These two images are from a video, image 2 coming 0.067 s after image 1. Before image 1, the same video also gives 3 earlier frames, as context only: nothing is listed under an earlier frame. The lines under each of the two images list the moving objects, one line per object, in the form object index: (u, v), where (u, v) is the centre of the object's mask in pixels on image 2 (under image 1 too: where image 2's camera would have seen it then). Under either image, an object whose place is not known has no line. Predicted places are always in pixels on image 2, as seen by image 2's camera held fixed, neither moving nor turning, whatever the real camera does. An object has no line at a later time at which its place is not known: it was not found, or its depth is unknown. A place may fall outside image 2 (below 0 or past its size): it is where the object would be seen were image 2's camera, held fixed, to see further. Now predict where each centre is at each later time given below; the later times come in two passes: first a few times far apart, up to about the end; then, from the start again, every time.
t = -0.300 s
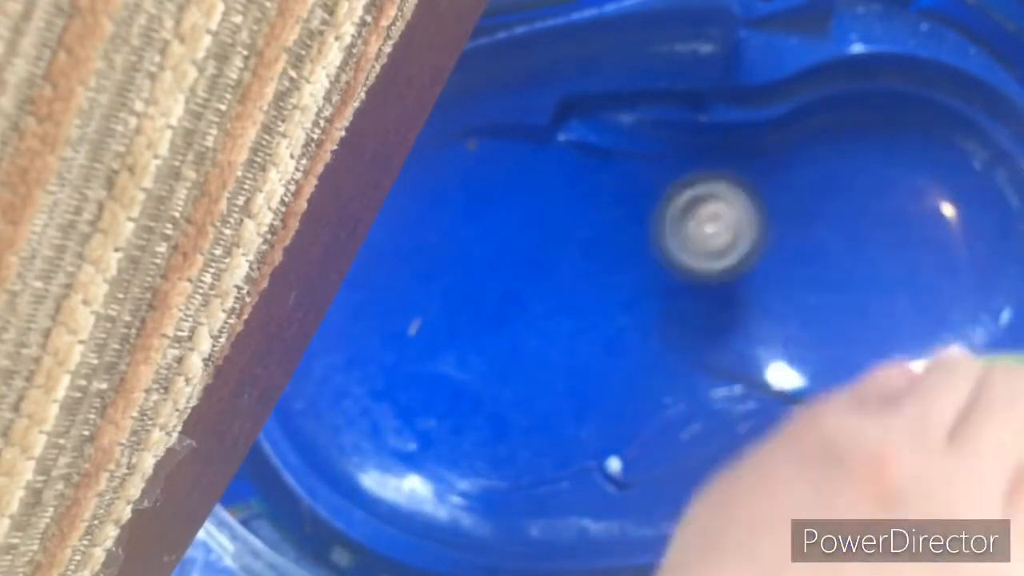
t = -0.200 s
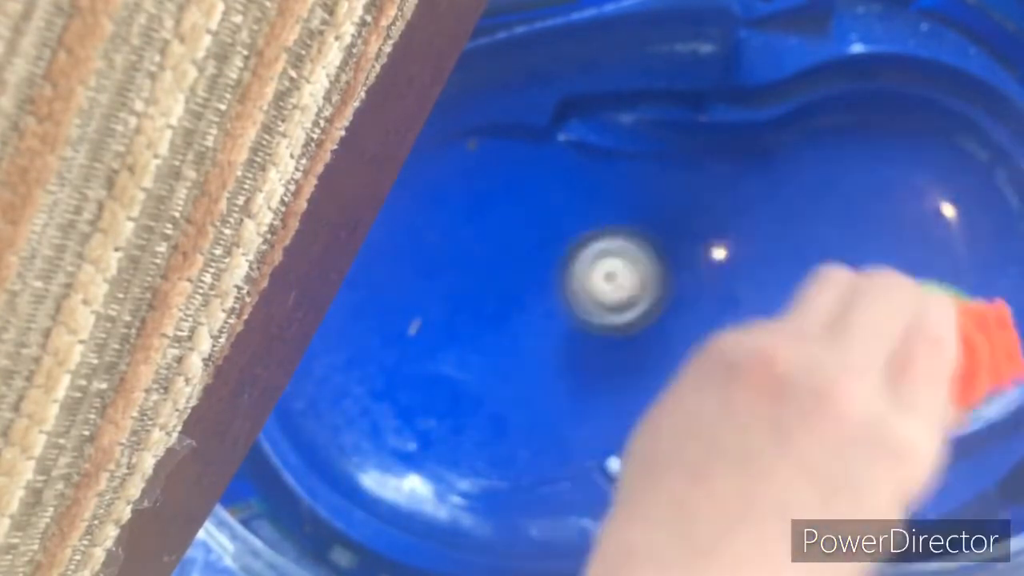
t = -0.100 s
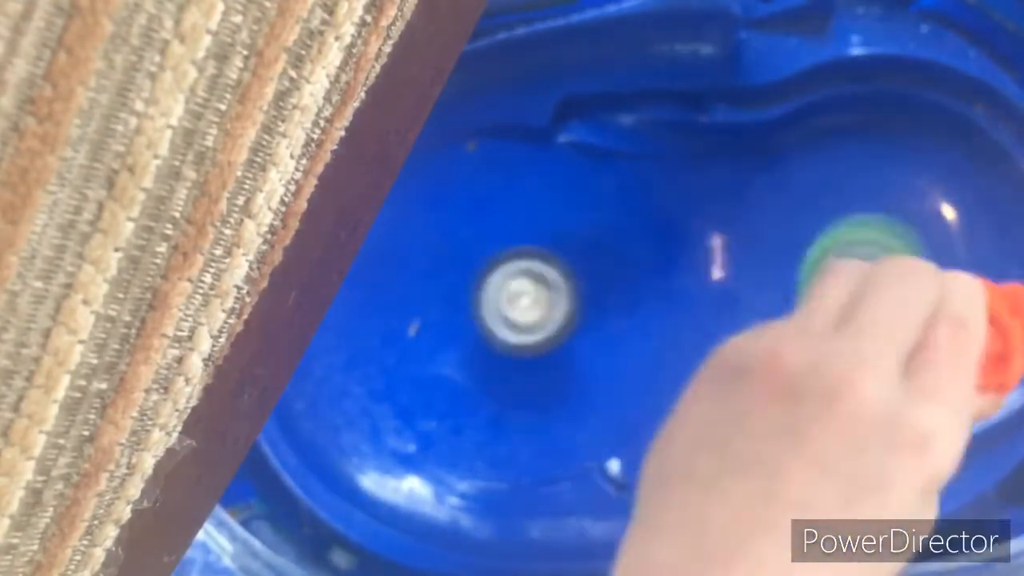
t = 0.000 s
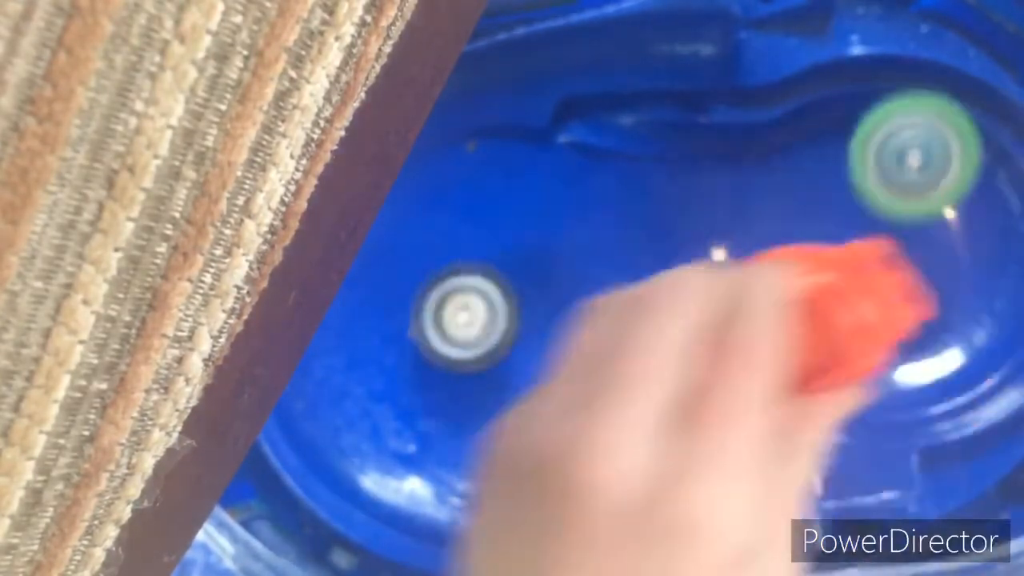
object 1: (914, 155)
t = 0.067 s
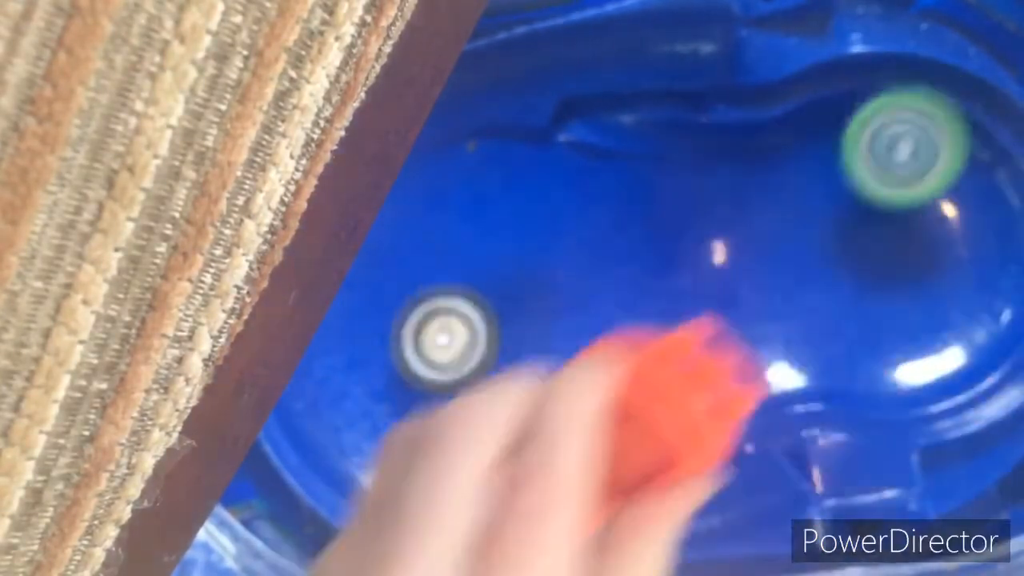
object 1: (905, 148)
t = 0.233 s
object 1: (861, 350)
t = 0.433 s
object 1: (936, 312)
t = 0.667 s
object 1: (907, 138)
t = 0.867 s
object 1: (623, 311)
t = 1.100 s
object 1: (625, 419)
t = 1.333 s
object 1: (817, 232)
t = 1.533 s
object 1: (901, 206)
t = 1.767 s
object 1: (917, 332)
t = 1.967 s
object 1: (974, 214)
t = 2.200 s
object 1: (786, 91)
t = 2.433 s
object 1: (675, 233)
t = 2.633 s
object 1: (520, 343)
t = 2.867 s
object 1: (502, 350)
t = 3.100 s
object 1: (482, 290)
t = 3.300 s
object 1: (434, 331)
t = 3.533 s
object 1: (514, 302)
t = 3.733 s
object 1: (476, 238)
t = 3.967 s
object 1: (446, 275)
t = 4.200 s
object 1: (514, 312)
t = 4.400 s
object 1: (548, 281)
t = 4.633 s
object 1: (514, 271)
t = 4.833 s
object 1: (489, 306)
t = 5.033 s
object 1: (512, 336)
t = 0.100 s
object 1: (882, 183)
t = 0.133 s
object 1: (867, 223)
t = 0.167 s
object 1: (858, 267)
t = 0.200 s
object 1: (857, 309)
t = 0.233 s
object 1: (861, 350)
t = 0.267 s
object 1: (875, 375)
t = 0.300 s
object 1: (894, 367)
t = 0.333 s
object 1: (905, 360)
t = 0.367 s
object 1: (909, 355)
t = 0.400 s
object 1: (922, 335)
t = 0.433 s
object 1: (936, 312)
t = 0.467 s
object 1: (956, 286)
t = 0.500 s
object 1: (971, 258)
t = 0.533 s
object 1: (982, 227)
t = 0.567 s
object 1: (986, 190)
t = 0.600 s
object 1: (978, 158)
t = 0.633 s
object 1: (955, 143)
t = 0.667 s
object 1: (907, 138)
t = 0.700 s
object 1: (854, 147)
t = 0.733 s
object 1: (803, 168)
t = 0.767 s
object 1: (754, 198)
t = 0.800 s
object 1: (707, 237)
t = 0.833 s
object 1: (663, 276)
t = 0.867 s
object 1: (623, 311)
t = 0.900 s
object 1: (585, 339)
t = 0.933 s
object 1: (550, 364)
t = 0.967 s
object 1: (517, 384)
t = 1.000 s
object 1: (506, 403)
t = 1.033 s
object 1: (546, 423)
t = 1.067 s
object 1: (592, 437)
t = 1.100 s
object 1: (625, 419)
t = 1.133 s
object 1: (655, 396)
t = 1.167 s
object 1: (683, 374)
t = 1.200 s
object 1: (712, 344)
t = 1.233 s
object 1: (740, 312)
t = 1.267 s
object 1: (766, 281)
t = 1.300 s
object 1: (792, 254)
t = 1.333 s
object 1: (817, 232)
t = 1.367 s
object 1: (839, 214)
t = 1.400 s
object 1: (861, 201)
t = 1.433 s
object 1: (880, 195)
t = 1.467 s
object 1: (892, 193)
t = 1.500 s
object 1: (900, 197)
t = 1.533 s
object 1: (901, 206)
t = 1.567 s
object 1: (897, 220)
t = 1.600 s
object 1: (889, 238)
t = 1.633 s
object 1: (884, 259)
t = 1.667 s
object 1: (884, 281)
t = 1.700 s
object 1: (889, 301)
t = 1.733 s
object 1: (900, 319)
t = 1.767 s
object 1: (917, 332)
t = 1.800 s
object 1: (938, 338)
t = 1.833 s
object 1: (959, 334)
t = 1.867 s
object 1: (972, 318)
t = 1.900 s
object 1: (980, 293)
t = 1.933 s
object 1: (981, 258)
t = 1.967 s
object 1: (974, 214)
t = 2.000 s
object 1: (957, 174)
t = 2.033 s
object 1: (919, 141)
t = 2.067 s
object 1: (873, 121)
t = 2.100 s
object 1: (825, 128)
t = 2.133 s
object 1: (797, 138)
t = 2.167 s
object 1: (793, 111)
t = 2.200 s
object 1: (786, 91)
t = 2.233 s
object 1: (779, 89)
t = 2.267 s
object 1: (767, 97)
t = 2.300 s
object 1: (755, 114)
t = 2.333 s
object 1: (740, 136)
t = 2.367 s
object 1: (722, 168)
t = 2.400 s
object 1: (700, 198)
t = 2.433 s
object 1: (675, 233)
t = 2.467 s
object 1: (649, 265)
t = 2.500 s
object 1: (621, 289)
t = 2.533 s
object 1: (593, 311)
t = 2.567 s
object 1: (566, 326)
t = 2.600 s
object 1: (540, 337)
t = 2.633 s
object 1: (520, 343)
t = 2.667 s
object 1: (503, 345)
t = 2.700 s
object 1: (491, 346)
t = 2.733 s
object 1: (486, 346)
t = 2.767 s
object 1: (485, 348)
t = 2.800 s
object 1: (490, 350)
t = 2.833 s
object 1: (495, 351)
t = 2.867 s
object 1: (502, 350)
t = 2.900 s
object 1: (507, 344)
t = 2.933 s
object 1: (510, 336)
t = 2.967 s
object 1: (511, 326)
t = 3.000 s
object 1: (509, 315)
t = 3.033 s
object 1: (504, 304)
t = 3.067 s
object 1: (494, 296)
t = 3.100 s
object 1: (482, 290)
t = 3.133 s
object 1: (468, 288)
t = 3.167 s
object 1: (454, 291)
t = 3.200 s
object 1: (441, 299)
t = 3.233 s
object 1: (434, 308)
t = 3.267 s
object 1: (431, 321)
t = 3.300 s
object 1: (434, 331)
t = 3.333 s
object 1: (443, 340)
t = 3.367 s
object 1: (450, 342)
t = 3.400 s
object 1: (465, 344)
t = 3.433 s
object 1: (482, 341)
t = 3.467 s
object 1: (496, 332)
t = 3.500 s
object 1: (508, 318)
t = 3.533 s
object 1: (514, 302)
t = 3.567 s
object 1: (516, 285)
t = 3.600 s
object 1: (514, 273)
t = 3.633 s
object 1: (507, 262)
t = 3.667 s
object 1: (498, 251)
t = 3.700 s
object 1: (487, 242)
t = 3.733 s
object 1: (476, 238)
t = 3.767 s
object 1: (463, 238)
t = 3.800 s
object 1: (454, 240)
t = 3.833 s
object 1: (446, 247)
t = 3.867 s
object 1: (442, 253)
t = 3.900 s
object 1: (442, 260)
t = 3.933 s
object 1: (443, 268)
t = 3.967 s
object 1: (446, 275)
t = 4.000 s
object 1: (452, 285)
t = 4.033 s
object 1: (457, 294)
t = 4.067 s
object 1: (465, 301)
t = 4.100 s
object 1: (474, 309)
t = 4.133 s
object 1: (487, 313)
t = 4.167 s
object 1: (501, 314)
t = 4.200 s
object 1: (514, 312)
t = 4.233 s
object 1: (525, 307)
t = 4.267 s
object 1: (534, 302)
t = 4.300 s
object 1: (540, 297)
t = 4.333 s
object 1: (545, 291)
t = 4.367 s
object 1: (548, 287)
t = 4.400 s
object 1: (548, 281)
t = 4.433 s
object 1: (546, 275)
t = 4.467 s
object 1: (543, 272)
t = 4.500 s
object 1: (538, 270)
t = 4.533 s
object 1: (533, 269)
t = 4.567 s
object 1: (526, 269)
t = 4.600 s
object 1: (519, 270)
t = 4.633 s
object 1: (514, 271)
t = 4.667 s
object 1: (508, 274)
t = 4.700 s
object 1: (501, 279)
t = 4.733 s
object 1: (496, 283)
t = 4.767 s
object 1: (493, 289)
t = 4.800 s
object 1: (491, 297)
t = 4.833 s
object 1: (489, 306)
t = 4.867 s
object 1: (488, 314)
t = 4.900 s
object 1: (490, 321)
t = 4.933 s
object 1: (493, 328)
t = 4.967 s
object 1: (498, 332)
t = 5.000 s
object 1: (506, 334)
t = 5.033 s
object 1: (512, 336)
